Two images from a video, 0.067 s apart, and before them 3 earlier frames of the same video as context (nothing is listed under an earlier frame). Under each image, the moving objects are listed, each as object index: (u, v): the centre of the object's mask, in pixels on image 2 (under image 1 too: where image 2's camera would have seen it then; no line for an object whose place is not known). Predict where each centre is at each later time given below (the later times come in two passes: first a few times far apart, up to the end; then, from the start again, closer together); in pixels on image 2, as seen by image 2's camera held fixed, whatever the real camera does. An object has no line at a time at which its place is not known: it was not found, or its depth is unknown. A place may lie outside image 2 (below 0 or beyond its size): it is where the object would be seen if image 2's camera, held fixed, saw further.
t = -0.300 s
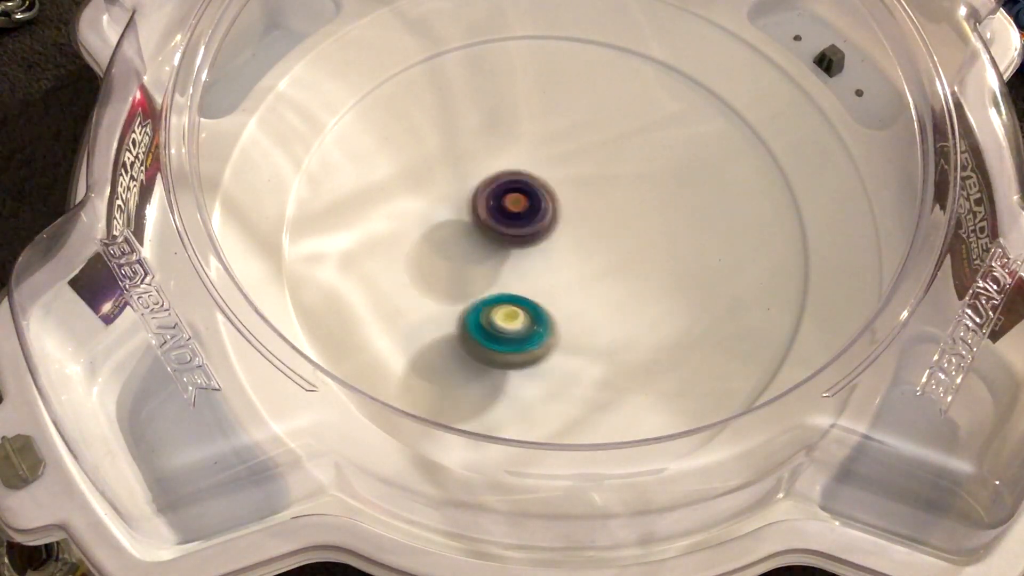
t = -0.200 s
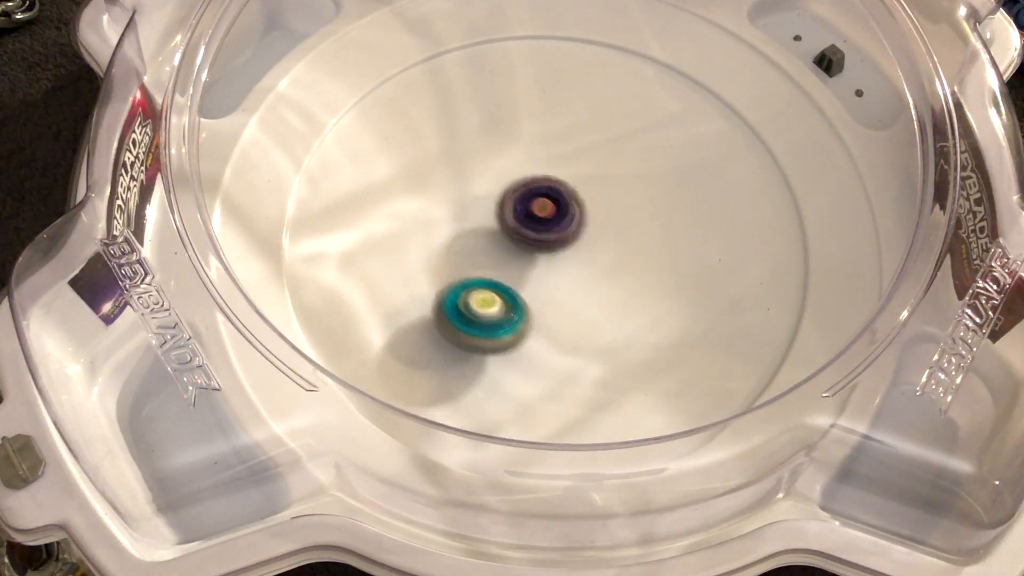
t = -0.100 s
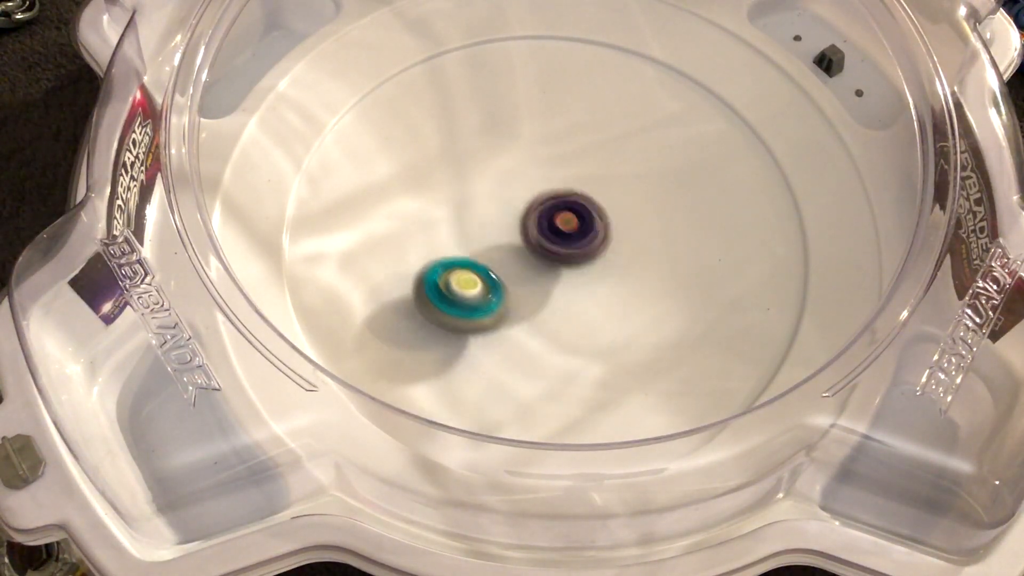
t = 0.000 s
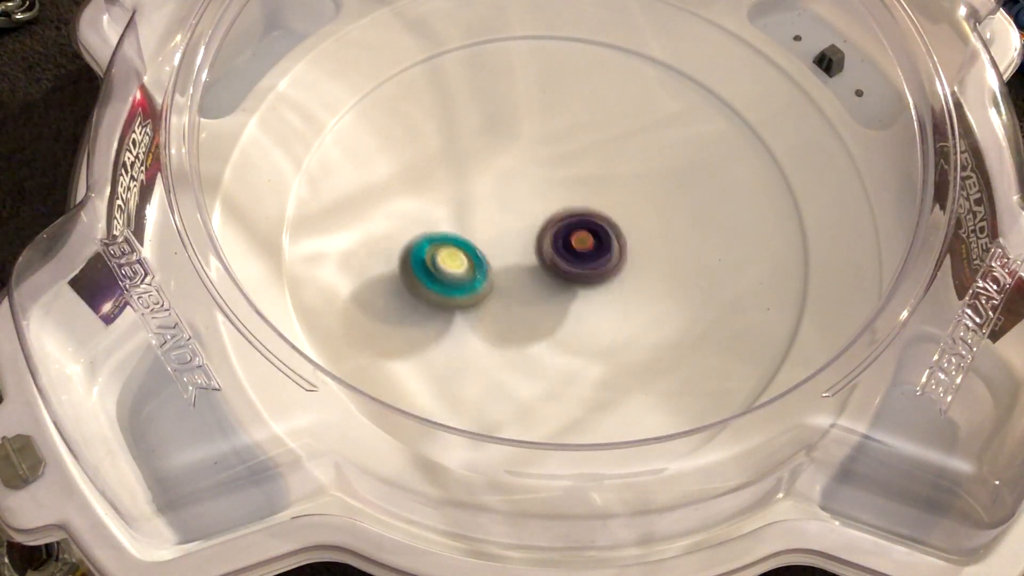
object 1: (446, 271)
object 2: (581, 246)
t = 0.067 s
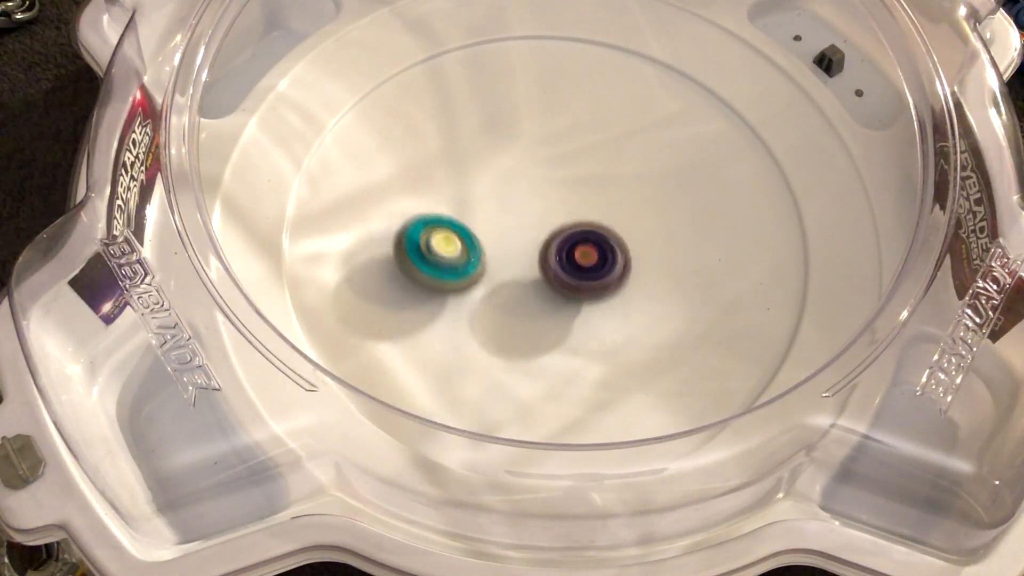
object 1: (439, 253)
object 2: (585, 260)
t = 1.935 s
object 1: (579, 335)
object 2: (581, 231)
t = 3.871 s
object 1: (667, 217)
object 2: (534, 253)
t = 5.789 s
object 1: (606, 132)
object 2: (523, 239)
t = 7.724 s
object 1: (501, 151)
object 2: (545, 225)
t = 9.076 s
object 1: (543, 324)
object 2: (560, 238)
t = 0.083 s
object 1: (438, 249)
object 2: (585, 263)
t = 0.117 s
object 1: (436, 240)
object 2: (583, 269)
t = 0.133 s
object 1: (436, 235)
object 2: (582, 272)
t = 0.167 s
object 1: (435, 226)
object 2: (577, 276)
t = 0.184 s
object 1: (435, 222)
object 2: (576, 278)
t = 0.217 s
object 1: (436, 213)
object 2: (568, 280)
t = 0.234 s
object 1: (437, 209)
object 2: (566, 280)
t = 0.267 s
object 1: (439, 200)
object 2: (558, 279)
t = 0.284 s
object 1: (441, 196)
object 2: (556, 277)
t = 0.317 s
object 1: (444, 188)
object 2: (550, 272)
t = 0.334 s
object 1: (447, 184)
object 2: (548, 269)
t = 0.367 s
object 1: (451, 176)
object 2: (544, 262)
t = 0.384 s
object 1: (454, 173)
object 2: (543, 258)
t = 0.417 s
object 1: (460, 166)
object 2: (541, 251)
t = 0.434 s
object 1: (463, 163)
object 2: (541, 247)
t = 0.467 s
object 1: (470, 156)
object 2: (542, 239)
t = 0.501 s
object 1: (477, 151)
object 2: (544, 231)
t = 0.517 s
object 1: (482, 148)
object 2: (546, 227)
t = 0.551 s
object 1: (490, 143)
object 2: (550, 219)
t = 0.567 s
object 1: (493, 141)
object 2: (552, 216)
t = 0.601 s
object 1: (502, 136)
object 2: (557, 209)
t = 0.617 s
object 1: (506, 134)
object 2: (560, 206)
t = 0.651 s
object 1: (515, 130)
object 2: (567, 201)
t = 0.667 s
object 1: (519, 129)
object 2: (570, 199)
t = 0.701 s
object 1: (528, 126)
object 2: (577, 196)
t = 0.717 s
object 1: (533, 124)
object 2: (581, 194)
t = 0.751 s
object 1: (541, 121)
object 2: (590, 195)
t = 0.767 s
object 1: (546, 120)
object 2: (593, 196)
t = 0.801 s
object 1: (555, 118)
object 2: (601, 200)
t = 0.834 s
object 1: (564, 117)
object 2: (606, 204)
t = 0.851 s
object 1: (569, 117)
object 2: (607, 208)
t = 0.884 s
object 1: (578, 117)
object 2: (611, 214)
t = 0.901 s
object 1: (582, 118)
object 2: (611, 217)
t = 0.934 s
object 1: (591, 119)
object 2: (611, 225)
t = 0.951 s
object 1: (595, 121)
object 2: (609, 228)
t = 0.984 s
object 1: (604, 123)
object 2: (606, 235)
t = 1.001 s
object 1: (608, 125)
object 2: (603, 238)
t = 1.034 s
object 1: (616, 129)
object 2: (596, 243)
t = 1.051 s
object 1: (619, 131)
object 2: (593, 245)
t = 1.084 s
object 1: (626, 136)
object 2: (584, 249)
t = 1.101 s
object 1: (630, 139)
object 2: (579, 249)
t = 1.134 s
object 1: (636, 145)
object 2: (569, 251)
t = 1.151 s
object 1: (639, 148)
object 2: (565, 251)
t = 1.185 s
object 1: (644, 155)
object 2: (555, 250)
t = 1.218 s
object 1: (650, 162)
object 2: (544, 248)
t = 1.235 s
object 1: (652, 166)
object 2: (541, 246)
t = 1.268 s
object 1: (656, 174)
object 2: (531, 242)
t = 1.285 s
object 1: (657, 178)
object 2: (528, 239)
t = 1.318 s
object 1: (660, 187)
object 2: (520, 233)
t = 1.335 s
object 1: (661, 192)
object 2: (518, 230)
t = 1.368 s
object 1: (663, 201)
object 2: (512, 224)
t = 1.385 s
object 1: (664, 206)
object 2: (511, 220)
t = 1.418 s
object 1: (664, 215)
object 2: (508, 212)
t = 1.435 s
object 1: (664, 220)
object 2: (508, 210)
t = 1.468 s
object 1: (664, 230)
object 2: (508, 202)
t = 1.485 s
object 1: (663, 234)
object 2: (508, 199)
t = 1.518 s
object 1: (661, 245)
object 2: (512, 193)
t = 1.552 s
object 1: (658, 255)
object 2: (517, 188)
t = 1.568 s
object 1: (656, 260)
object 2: (520, 186)
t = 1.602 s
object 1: (652, 269)
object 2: (526, 183)
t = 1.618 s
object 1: (650, 274)
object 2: (530, 182)
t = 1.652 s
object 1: (645, 283)
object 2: (538, 181)
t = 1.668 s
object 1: (642, 287)
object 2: (542, 182)
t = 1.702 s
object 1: (636, 296)
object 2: (550, 184)
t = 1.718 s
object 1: (633, 299)
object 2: (554, 186)
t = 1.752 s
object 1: (625, 307)
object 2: (561, 190)
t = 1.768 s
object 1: (621, 311)
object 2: (564, 193)
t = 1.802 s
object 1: (614, 317)
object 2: (570, 199)
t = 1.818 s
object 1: (610, 320)
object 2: (573, 203)
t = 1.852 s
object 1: (601, 325)
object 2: (577, 209)
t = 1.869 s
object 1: (597, 328)
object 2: (579, 215)
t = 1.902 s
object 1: (589, 332)
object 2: (580, 222)
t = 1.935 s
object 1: (579, 335)
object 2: (581, 231)
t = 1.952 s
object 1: (574, 336)
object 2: (580, 235)
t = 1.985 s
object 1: (565, 338)
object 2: (579, 243)
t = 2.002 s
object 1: (560, 338)
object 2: (577, 247)
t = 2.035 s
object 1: (550, 339)
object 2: (573, 254)
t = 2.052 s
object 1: (546, 338)
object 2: (570, 257)
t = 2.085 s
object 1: (536, 340)
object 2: (566, 259)
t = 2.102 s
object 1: (530, 341)
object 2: (563, 259)
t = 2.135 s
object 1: (521, 340)
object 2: (559, 258)
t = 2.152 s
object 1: (517, 339)
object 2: (557, 256)
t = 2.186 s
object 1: (508, 336)
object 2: (553, 253)
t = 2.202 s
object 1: (503, 334)
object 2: (551, 250)
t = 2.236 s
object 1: (496, 330)
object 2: (548, 246)
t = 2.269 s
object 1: (488, 324)
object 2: (546, 241)
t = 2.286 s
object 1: (485, 322)
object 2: (545, 238)
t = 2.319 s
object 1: (478, 315)
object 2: (546, 232)
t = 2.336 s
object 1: (474, 311)
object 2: (547, 230)
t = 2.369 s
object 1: (468, 304)
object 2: (548, 224)
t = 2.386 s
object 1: (465, 300)
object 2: (550, 221)
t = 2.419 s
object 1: (460, 292)
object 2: (553, 216)
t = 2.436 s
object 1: (458, 288)
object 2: (555, 214)
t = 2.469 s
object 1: (454, 279)
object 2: (560, 209)
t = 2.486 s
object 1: (452, 275)
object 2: (563, 208)
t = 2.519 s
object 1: (448, 266)
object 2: (569, 206)
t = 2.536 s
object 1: (446, 261)
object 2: (571, 206)
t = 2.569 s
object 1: (444, 252)
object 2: (577, 205)
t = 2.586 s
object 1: (443, 247)
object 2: (580, 205)
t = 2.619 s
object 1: (442, 237)
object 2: (585, 206)
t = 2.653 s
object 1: (442, 228)
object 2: (589, 209)
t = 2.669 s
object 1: (442, 223)
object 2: (590, 210)
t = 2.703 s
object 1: (443, 213)
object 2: (592, 215)
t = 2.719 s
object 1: (444, 209)
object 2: (593, 216)
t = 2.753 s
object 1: (447, 200)
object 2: (592, 222)
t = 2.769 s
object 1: (448, 195)
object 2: (591, 224)
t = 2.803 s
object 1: (452, 187)
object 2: (588, 228)
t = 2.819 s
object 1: (454, 183)
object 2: (585, 230)
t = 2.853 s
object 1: (460, 175)
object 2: (580, 234)
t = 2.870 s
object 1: (462, 171)
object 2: (577, 235)
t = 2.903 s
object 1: (469, 164)
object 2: (570, 237)
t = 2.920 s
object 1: (472, 161)
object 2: (567, 237)
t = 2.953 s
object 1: (479, 154)
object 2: (559, 236)
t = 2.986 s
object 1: (487, 148)
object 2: (552, 234)
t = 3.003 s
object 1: (491, 145)
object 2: (548, 234)
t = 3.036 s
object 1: (499, 141)
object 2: (543, 231)
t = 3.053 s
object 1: (503, 138)
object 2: (540, 229)
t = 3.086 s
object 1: (512, 134)
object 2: (535, 226)
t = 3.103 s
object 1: (517, 132)
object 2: (532, 223)
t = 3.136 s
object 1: (526, 128)
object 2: (529, 218)
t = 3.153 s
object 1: (530, 127)
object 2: (527, 216)
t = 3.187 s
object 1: (539, 124)
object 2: (527, 211)
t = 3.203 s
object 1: (544, 123)
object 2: (526, 208)
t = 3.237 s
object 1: (553, 122)
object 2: (527, 203)
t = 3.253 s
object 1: (558, 121)
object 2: (528, 201)
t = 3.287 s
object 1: (567, 121)
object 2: (531, 198)
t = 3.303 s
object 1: (572, 121)
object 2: (533, 196)
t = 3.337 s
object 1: (581, 121)
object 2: (538, 194)
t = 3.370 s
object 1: (591, 123)
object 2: (543, 194)
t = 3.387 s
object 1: (595, 123)
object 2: (546, 194)
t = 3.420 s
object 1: (604, 126)
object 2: (552, 196)
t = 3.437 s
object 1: (608, 127)
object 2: (555, 198)
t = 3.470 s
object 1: (617, 130)
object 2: (560, 202)
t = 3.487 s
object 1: (621, 133)
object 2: (561, 205)
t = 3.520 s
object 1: (628, 137)
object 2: (565, 210)
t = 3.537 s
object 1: (632, 139)
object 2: (566, 213)
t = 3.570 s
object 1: (639, 145)
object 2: (567, 219)
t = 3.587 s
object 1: (641, 148)
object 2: (568, 222)
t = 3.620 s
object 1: (647, 154)
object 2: (566, 229)
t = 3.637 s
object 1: (650, 158)
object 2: (566, 232)
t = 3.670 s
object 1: (655, 165)
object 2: (563, 237)
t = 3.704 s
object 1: (659, 173)
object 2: (560, 241)
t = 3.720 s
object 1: (660, 177)
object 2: (557, 244)
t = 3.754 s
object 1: (664, 185)
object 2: (553, 248)
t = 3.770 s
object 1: (665, 189)
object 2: (551, 250)
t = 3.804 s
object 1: (667, 198)
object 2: (544, 252)
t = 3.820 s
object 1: (667, 203)
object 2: (542, 252)
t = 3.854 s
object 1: (668, 212)
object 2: (536, 254)
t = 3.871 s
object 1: (667, 217)
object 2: (534, 253)
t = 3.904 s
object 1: (666, 227)
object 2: (527, 251)
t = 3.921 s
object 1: (665, 231)
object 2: (526, 251)
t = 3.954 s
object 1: (663, 241)
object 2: (522, 248)
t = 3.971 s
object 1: (661, 246)
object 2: (521, 246)
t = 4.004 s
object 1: (657, 256)
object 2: (519, 241)
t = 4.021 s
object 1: (655, 261)
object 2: (518, 239)
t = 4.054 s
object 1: (650, 270)
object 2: (519, 235)
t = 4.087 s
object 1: (643, 279)
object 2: (521, 230)
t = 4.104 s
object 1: (640, 283)
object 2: (523, 227)
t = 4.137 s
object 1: (633, 291)
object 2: (526, 223)
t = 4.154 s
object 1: (629, 295)
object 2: (529, 221)
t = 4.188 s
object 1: (620, 303)
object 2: (534, 217)
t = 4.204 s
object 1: (616, 306)
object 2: (537, 216)
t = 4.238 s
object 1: (608, 313)
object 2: (544, 214)
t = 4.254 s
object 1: (603, 316)
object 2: (547, 213)
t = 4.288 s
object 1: (594, 321)
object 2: (555, 213)
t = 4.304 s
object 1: (590, 323)
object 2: (559, 213)
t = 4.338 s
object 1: (579, 327)
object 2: (567, 214)
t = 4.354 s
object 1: (575, 329)
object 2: (570, 215)
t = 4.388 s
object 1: (565, 331)
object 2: (577, 219)
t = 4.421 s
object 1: (554, 333)
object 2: (582, 221)
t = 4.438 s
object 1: (549, 333)
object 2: (584, 224)
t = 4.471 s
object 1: (539, 333)
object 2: (589, 228)
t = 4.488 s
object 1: (533, 333)
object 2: (590, 230)
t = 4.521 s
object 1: (524, 331)
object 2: (592, 235)
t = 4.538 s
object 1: (519, 331)
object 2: (592, 238)
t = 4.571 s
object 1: (509, 328)
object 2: (592, 243)
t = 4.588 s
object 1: (504, 326)
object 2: (591, 246)
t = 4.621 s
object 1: (495, 322)
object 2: (588, 250)
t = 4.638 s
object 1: (491, 320)
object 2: (585, 252)
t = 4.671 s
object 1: (482, 315)
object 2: (580, 255)
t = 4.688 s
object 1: (478, 313)
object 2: (578, 255)
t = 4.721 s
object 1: (471, 307)
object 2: (570, 255)
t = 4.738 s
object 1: (467, 303)
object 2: (567, 255)
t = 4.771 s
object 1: (461, 296)
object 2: (560, 253)
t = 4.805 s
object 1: (456, 289)
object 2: (555, 250)
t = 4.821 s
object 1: (453, 285)
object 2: (552, 248)
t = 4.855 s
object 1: (449, 277)
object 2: (546, 244)
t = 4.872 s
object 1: (447, 273)
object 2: (544, 242)
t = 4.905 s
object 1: (444, 265)
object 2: (540, 236)
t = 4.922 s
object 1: (443, 260)
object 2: (540, 233)
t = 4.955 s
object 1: (441, 251)
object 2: (538, 226)
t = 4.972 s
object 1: (440, 247)
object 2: (537, 223)
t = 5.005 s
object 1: (440, 238)
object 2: (537, 216)
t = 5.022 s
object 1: (440, 234)
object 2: (537, 214)
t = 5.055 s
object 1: (440, 225)
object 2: (539, 208)
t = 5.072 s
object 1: (441, 220)
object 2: (541, 205)
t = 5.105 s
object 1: (443, 211)
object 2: (545, 200)
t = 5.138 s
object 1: (446, 203)
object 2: (549, 196)
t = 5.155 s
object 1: (448, 198)
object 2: (552, 194)
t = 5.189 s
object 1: (453, 190)
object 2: (558, 192)
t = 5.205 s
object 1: (455, 186)
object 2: (561, 192)
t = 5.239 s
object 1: (461, 179)
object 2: (567, 192)
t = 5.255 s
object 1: (464, 175)
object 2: (570, 192)
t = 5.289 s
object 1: (471, 168)
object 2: (576, 194)
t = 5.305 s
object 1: (474, 164)
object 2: (578, 197)
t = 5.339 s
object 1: (481, 158)
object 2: (582, 201)
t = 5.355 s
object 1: (485, 155)
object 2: (583, 203)
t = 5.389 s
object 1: (493, 149)
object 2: (584, 209)
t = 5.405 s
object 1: (497, 146)
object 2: (586, 212)
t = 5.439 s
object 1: (506, 142)
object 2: (585, 218)
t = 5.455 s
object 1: (511, 139)
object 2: (584, 222)
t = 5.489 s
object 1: (520, 135)
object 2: (581, 227)
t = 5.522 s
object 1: (529, 132)
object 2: (577, 233)
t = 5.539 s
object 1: (534, 131)
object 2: (574, 235)
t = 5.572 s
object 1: (544, 129)
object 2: (568, 240)
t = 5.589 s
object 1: (548, 128)
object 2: (565, 240)
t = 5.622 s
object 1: (558, 127)
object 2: (557, 243)
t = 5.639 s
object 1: (563, 126)
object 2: (554, 244)
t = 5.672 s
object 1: (573, 126)
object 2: (547, 245)
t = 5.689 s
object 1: (578, 127)
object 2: (542, 246)
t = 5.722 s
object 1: (587, 127)
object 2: (535, 245)
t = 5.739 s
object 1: (592, 128)
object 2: (532, 243)
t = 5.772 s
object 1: (601, 130)
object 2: (526, 241)
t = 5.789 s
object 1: (606, 132)
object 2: (523, 239)
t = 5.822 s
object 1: (615, 135)
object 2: (519, 236)
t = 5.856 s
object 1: (623, 138)
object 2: (515, 232)
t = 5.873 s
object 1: (626, 140)
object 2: (513, 229)
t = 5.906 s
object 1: (634, 145)
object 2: (512, 224)
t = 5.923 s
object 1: (637, 148)
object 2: (512, 221)
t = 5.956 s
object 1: (643, 154)
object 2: (514, 216)
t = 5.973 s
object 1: (646, 157)
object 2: (514, 213)
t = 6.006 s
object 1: (652, 163)
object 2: (518, 210)
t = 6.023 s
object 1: (654, 167)
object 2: (520, 208)
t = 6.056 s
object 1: (658, 174)
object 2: (525, 205)
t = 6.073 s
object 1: (660, 178)
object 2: (529, 204)
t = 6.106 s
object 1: (663, 187)
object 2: (535, 202)
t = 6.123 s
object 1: (664, 191)
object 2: (538, 202)
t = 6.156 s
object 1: (666, 199)
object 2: (546, 202)
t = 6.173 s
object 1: (667, 204)
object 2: (550, 203)
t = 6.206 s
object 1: (667, 213)
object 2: (557, 205)
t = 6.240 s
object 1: (667, 222)
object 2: (563, 209)
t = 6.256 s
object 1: (666, 227)
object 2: (567, 211)
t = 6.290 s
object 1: (664, 236)
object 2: (573, 216)
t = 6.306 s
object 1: (663, 241)
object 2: (573, 218)
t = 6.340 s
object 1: (663, 250)
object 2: (571, 221)
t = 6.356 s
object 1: (661, 255)
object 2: (570, 222)
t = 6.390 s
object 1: (656, 263)
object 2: (567, 225)
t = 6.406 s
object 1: (653, 268)
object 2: (563, 227)
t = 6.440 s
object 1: (647, 276)
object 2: (559, 230)
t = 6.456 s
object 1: (644, 280)
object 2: (557, 230)
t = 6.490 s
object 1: (636, 288)
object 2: (550, 231)
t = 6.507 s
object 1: (632, 292)
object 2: (549, 232)
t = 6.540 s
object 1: (623, 298)
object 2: (543, 231)
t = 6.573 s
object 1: (614, 304)
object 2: (540, 231)
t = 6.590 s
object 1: (609, 307)
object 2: (537, 230)
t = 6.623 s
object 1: (599, 312)
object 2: (533, 229)
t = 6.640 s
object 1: (594, 314)
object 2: (532, 228)
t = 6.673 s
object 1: (584, 318)
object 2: (528, 226)
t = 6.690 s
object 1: (578, 320)
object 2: (527, 225)
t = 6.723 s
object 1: (568, 322)
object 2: (525, 222)
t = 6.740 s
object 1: (563, 323)
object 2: (524, 220)
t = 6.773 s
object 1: (552, 324)
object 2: (525, 217)
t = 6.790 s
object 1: (546, 325)
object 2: (524, 216)
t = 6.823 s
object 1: (535, 324)
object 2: (526, 214)
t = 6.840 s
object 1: (530, 324)
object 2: (527, 212)
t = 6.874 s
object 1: (519, 322)
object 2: (530, 211)
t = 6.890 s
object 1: (514, 321)
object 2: (533, 210)
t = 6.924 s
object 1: (504, 318)
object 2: (537, 209)
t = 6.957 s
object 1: (494, 315)
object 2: (543, 209)
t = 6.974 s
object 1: (489, 313)
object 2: (544, 210)
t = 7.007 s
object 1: (480, 308)
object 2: (550, 212)
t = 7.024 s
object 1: (476, 305)
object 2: (553, 212)
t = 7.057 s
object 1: (469, 300)
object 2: (556, 215)
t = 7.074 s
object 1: (466, 296)
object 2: (559, 217)
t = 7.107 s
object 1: (460, 290)
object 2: (562, 221)
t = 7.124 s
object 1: (457, 286)
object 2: (564, 223)
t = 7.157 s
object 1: (452, 279)
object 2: (566, 227)
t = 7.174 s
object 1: (449, 274)
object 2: (567, 230)
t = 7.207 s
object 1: (446, 266)
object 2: (568, 235)
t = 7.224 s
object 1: (444, 263)
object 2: (567, 237)
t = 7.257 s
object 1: (442, 254)
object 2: (566, 241)
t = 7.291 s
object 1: (440, 246)
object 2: (565, 245)
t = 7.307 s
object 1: (439, 241)
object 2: (564, 247)
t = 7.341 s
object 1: (439, 233)
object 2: (562, 249)
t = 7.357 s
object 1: (439, 228)
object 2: (560, 250)
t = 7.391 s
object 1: (440, 219)
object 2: (557, 252)
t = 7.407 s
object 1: (441, 215)
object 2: (556, 252)
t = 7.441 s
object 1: (444, 207)
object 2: (552, 253)
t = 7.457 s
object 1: (445, 203)
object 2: (550, 253)
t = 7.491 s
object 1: (450, 195)
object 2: (547, 252)
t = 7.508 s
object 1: (453, 191)
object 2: (545, 251)
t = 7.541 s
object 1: (458, 184)
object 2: (543, 248)
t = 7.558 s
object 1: (461, 180)
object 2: (541, 247)
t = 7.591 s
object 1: (468, 173)
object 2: (539, 243)
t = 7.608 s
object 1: (472, 171)
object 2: (539, 240)
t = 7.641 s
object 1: (480, 164)
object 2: (539, 235)
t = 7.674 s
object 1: (488, 158)
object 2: (542, 231)
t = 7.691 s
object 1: (492, 156)
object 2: (542, 228)
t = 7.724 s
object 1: (501, 151)
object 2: (545, 225)
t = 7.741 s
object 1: (506, 148)
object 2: (547, 223)
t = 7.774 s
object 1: (515, 144)
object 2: (551, 220)
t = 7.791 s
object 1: (520, 141)
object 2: (553, 218)
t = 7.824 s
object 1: (530, 138)
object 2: (557, 216)
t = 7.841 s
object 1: (534, 136)
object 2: (560, 214)
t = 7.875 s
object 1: (544, 134)
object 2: (566, 214)
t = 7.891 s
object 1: (550, 133)
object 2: (569, 214)
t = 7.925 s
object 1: (559, 132)
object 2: (574, 214)
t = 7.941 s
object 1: (564, 132)
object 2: (576, 215)
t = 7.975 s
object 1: (573, 131)
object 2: (580, 216)
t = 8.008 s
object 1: (583, 132)
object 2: (584, 219)
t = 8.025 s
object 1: (588, 132)
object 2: (585, 221)
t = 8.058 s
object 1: (598, 134)
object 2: (587, 224)
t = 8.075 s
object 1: (602, 135)
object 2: (587, 225)
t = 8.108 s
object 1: (612, 138)
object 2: (586, 229)
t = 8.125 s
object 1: (616, 139)
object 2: (586, 231)
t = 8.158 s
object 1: (624, 143)
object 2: (583, 234)
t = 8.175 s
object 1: (628, 146)
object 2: (581, 235)
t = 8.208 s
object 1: (636, 150)
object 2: (578, 238)
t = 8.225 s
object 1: (639, 153)
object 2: (575, 239)
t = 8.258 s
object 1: (645, 158)
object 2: (570, 241)
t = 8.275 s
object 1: (648, 162)
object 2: (567, 241)
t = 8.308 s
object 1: (654, 168)
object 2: (561, 239)
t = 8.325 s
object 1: (656, 171)
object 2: (559, 237)
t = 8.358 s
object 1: (660, 179)
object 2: (553, 235)
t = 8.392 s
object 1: (663, 187)
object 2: (549, 233)
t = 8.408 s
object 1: (665, 191)
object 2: (547, 232)
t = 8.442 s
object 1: (667, 199)
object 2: (543, 229)
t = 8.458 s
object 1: (667, 203)
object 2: (542, 226)
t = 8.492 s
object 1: (668, 212)
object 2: (539, 222)
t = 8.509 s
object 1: (668, 216)
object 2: (538, 219)
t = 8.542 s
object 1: (666, 225)
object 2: (538, 214)
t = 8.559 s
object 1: (666, 230)
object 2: (537, 212)
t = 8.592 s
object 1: (663, 239)
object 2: (539, 209)
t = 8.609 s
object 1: (661, 244)
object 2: (540, 206)
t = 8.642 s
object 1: (657, 252)
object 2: (543, 203)
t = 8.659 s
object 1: (655, 257)
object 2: (545, 202)
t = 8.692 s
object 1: (650, 266)
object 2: (548, 200)
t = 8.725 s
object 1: (643, 275)
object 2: (553, 200)
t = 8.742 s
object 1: (639, 279)
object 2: (556, 200)
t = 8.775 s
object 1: (632, 286)
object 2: (560, 201)
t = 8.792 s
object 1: (627, 290)
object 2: (562, 203)
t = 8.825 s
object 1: (619, 297)
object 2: (566, 206)
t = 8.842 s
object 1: (614, 300)
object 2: (567, 207)
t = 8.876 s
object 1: (605, 306)
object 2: (570, 212)
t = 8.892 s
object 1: (600, 308)
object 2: (570, 214)
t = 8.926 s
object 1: (591, 313)
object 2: (571, 219)
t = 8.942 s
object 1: (586, 315)
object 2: (571, 222)
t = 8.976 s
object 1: (575, 319)
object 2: (569, 226)
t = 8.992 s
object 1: (569, 321)
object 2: (568, 229)
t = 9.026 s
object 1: (559, 323)
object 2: (565, 233)
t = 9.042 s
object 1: (553, 324)
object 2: (563, 235)
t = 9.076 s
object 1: (543, 324)
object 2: (560, 238)
